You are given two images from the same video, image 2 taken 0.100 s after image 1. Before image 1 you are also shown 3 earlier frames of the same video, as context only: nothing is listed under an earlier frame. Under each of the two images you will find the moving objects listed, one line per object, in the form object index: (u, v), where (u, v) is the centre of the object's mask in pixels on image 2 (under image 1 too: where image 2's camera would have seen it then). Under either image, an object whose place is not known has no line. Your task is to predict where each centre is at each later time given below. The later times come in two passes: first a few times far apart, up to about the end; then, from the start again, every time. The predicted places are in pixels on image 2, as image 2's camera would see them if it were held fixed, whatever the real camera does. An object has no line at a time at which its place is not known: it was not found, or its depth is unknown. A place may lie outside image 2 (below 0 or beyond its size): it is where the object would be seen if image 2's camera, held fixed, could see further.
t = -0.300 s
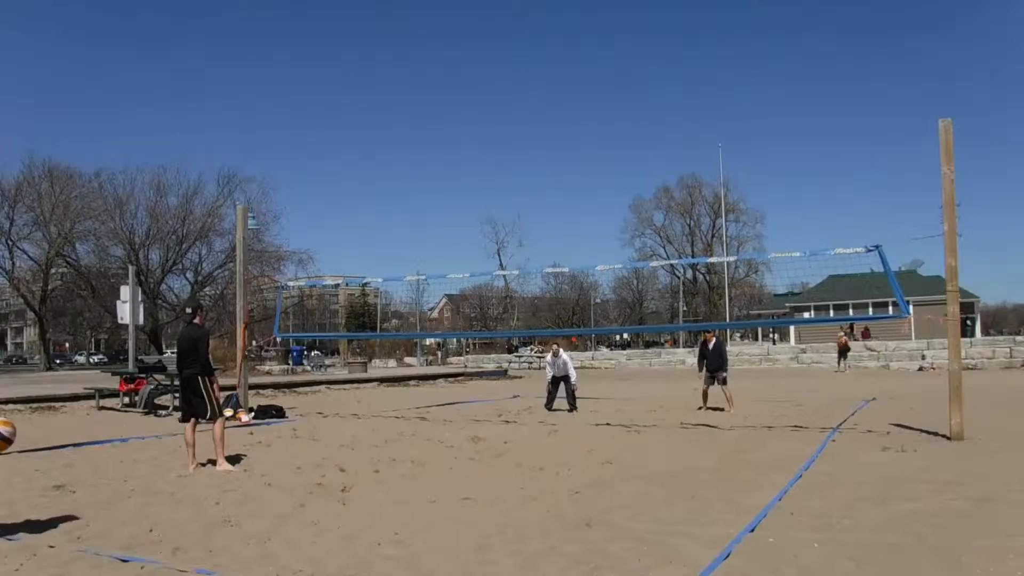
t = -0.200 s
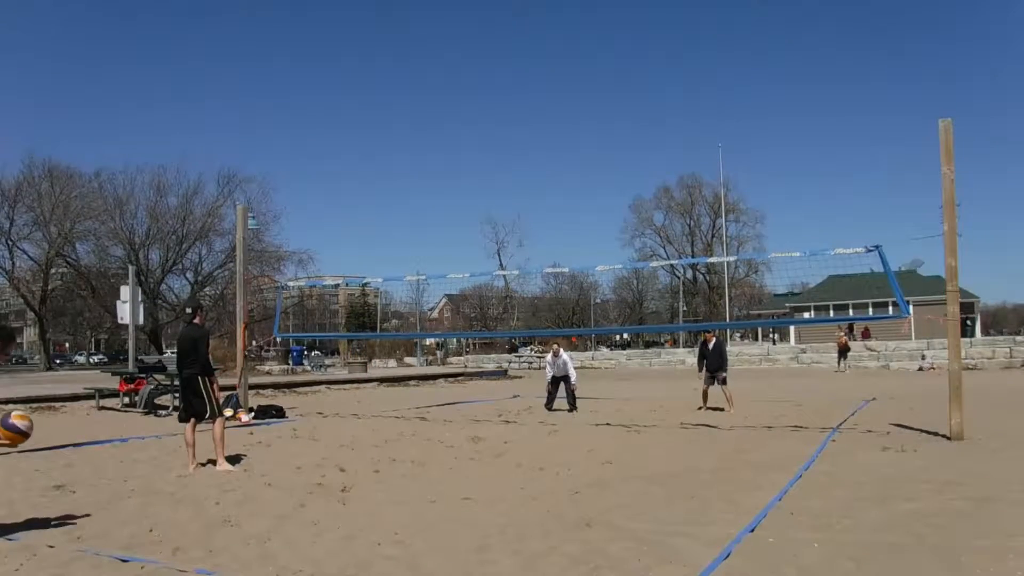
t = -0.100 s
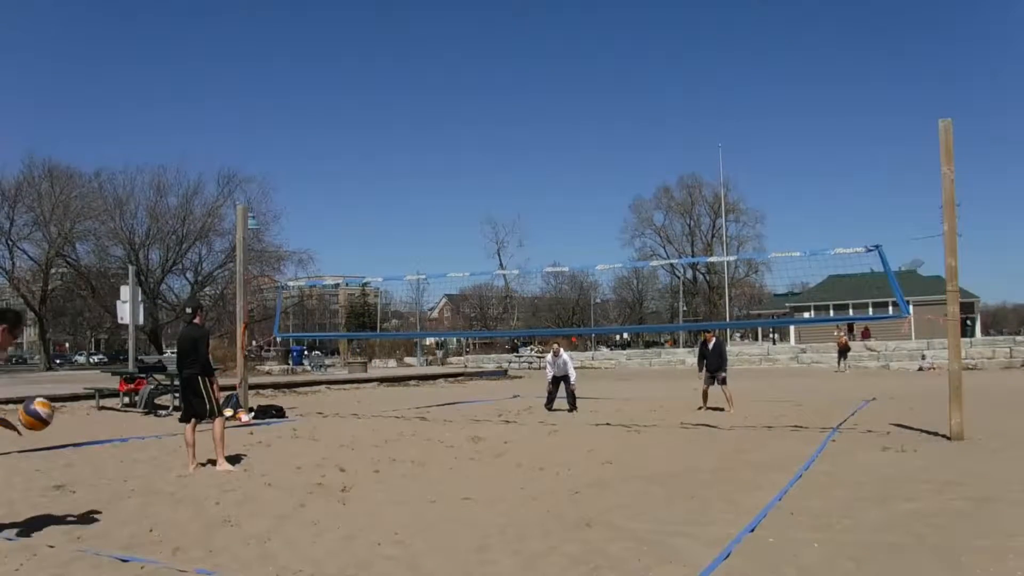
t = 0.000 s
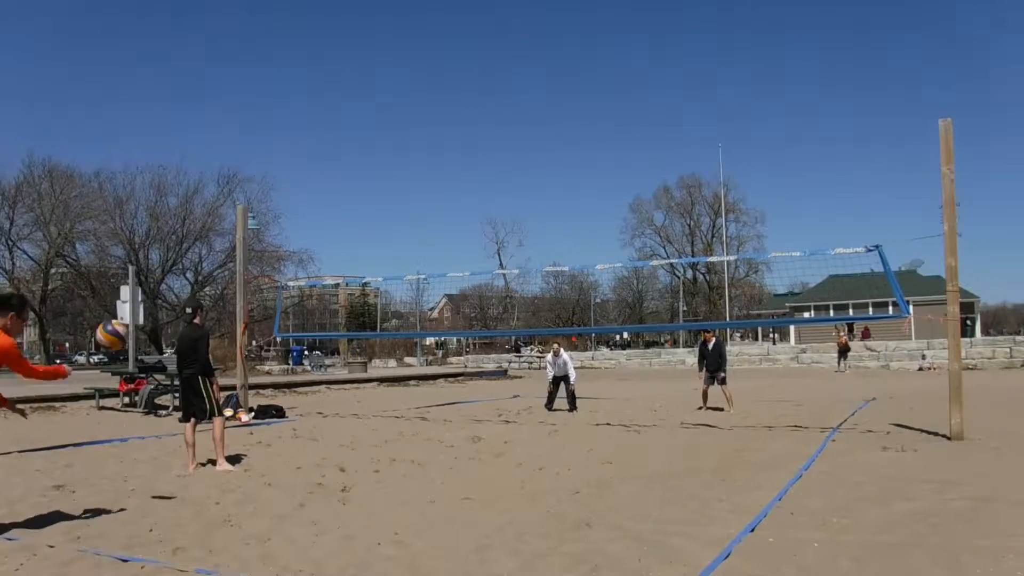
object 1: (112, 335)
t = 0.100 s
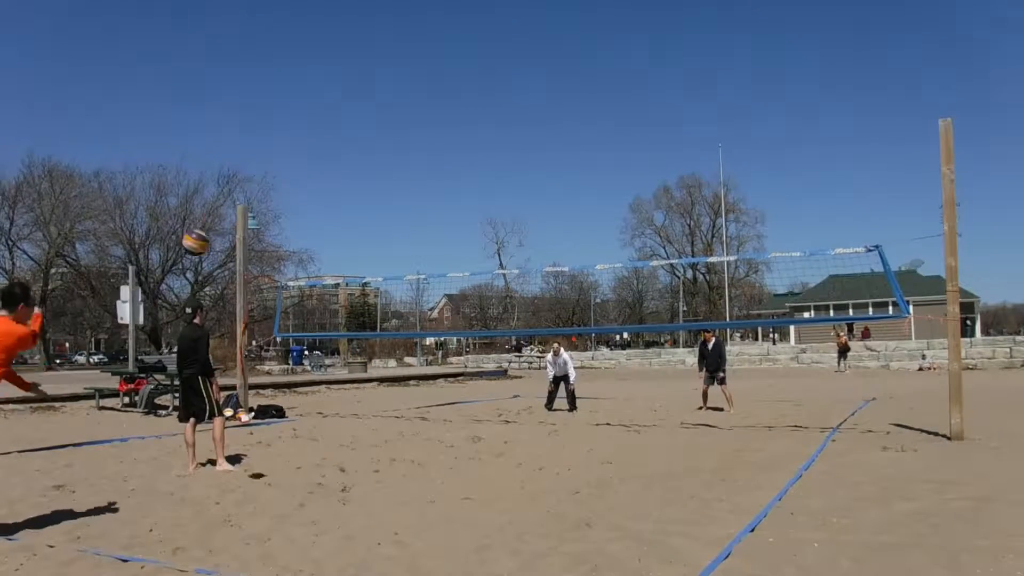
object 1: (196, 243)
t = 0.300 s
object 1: (298, 147)
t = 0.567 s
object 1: (370, 108)
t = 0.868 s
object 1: (410, 128)
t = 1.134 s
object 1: (432, 176)
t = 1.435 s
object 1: (447, 257)
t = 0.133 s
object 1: (217, 220)
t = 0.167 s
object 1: (237, 201)
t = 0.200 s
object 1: (255, 184)
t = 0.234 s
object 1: (270, 170)
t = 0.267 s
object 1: (285, 158)
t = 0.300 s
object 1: (298, 147)
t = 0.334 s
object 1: (310, 138)
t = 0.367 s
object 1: (321, 130)
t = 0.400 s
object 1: (331, 124)
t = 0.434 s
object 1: (340, 119)
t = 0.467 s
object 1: (349, 115)
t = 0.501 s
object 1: (356, 112)
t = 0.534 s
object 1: (363, 110)
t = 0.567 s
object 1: (370, 108)
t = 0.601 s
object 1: (376, 108)
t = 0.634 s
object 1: (381, 109)
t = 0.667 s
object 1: (386, 110)
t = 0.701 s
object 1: (391, 111)
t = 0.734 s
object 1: (394, 114)
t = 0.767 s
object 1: (400, 117)
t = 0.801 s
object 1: (404, 120)
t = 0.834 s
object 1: (407, 124)
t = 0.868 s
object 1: (410, 128)
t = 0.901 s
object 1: (414, 132)
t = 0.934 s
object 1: (417, 138)
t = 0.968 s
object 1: (420, 143)
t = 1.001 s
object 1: (423, 148)
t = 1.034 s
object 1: (426, 154)
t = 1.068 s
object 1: (428, 161)
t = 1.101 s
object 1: (431, 168)
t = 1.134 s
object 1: (432, 176)
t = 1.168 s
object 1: (435, 183)
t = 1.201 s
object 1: (437, 191)
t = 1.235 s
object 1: (438, 200)
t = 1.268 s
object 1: (439, 209)
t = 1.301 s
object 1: (441, 218)
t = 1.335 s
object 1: (442, 227)
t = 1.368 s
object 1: (444, 237)
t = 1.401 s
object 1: (445, 247)
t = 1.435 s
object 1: (447, 257)
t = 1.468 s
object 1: (448, 268)
